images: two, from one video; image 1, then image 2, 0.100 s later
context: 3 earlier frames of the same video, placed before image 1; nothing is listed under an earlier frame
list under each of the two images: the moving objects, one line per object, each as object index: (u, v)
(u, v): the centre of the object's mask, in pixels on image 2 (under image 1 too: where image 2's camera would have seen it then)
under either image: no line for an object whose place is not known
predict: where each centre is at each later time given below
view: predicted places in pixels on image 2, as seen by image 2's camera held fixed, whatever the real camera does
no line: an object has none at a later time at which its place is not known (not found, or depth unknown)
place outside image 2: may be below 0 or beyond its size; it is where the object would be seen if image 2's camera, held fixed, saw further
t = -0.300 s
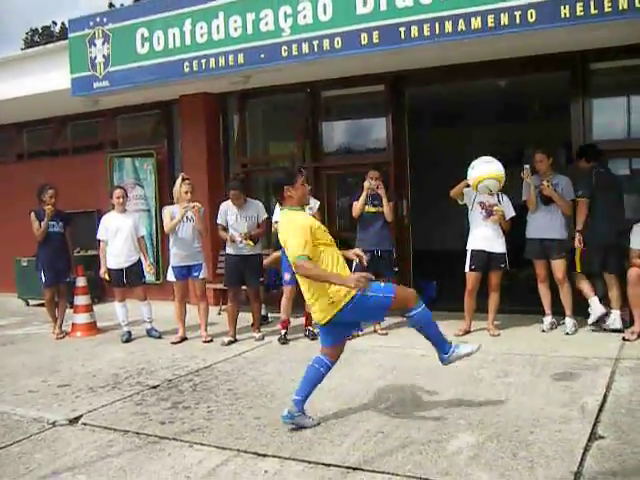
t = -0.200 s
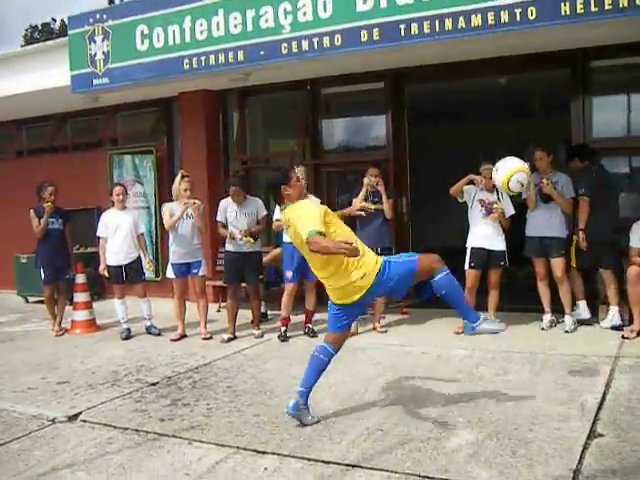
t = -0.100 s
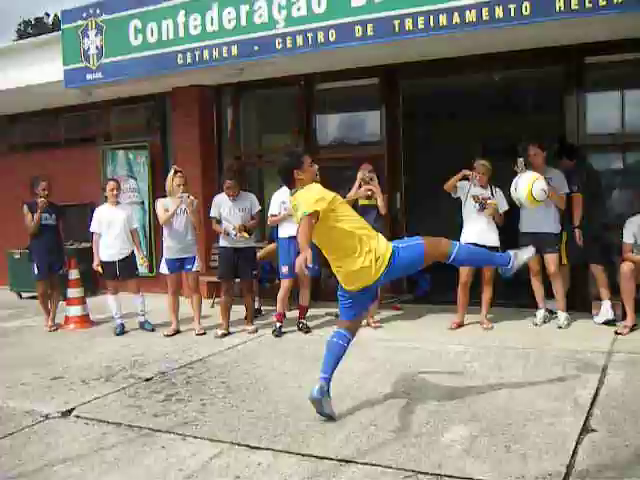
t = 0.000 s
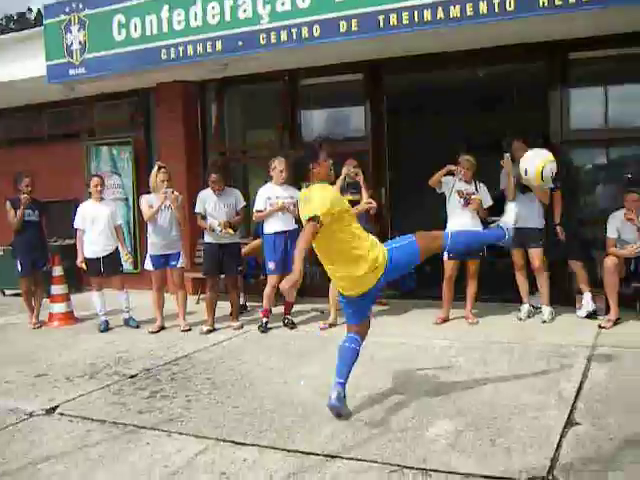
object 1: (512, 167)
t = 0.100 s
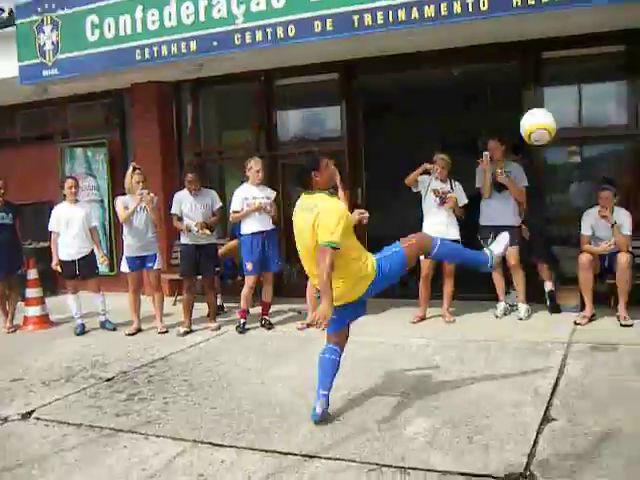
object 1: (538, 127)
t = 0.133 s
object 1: (546, 117)
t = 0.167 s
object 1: (553, 108)
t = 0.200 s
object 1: (561, 102)
